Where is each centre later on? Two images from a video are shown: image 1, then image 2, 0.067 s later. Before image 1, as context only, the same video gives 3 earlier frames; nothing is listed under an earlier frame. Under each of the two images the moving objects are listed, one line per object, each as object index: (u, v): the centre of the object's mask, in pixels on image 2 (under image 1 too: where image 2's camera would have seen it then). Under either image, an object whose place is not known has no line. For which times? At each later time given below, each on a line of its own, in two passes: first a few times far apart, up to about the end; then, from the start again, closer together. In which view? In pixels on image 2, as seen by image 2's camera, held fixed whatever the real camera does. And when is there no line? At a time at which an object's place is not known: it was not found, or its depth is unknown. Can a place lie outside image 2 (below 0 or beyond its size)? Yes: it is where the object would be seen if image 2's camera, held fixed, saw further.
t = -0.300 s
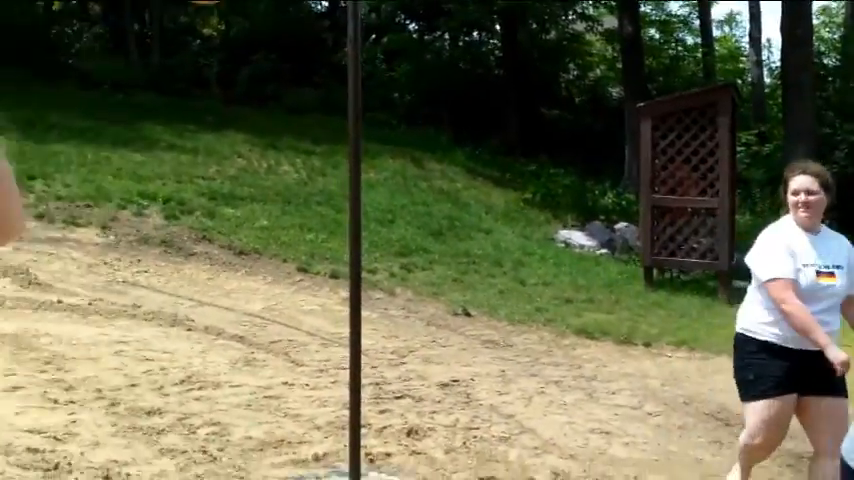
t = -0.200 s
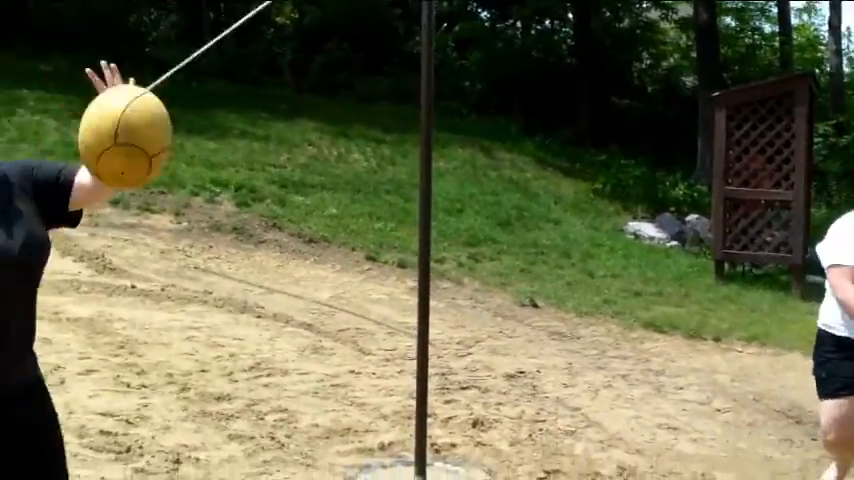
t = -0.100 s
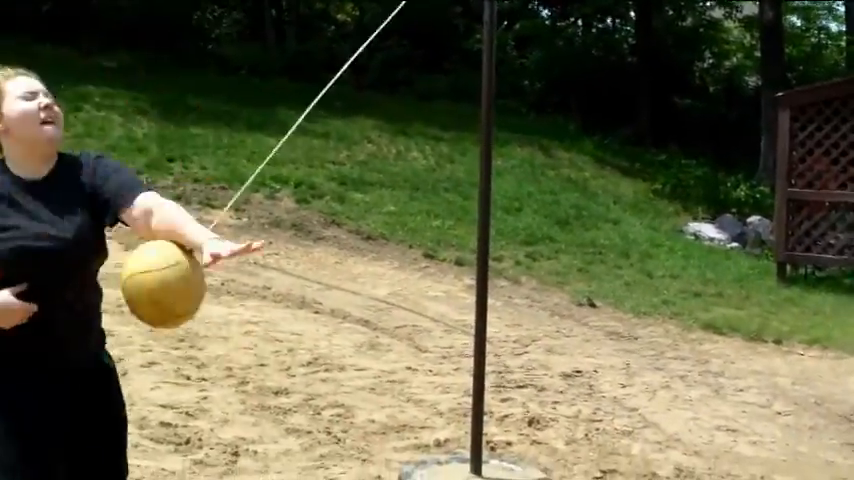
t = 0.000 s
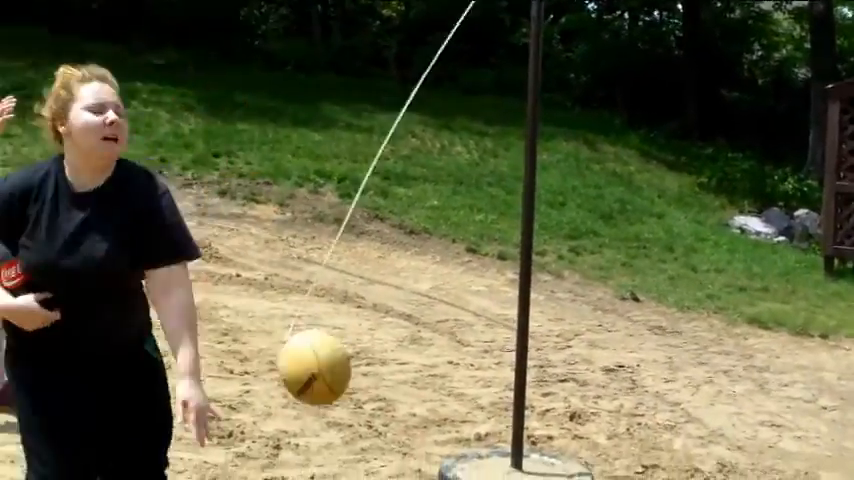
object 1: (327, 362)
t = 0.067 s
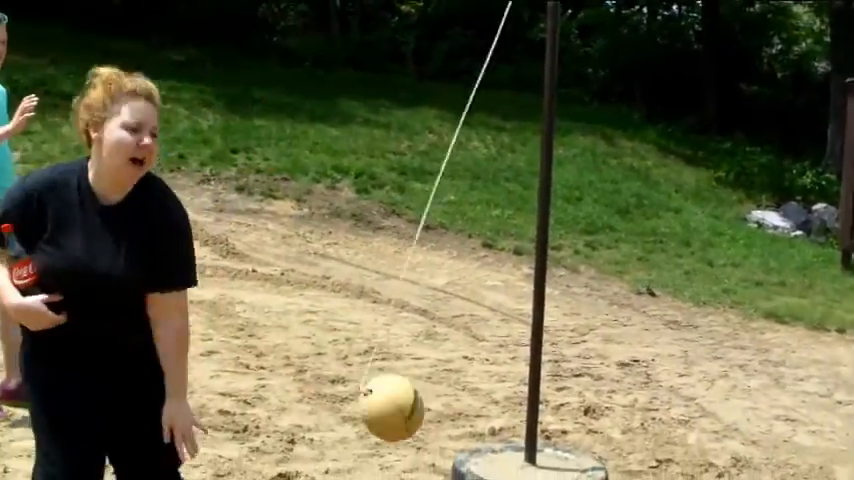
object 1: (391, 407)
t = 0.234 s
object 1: (482, 433)
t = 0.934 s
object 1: (367, 173)
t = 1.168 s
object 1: (410, 310)
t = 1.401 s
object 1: (489, 455)
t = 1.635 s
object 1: (544, 444)
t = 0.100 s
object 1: (418, 431)
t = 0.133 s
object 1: (444, 454)
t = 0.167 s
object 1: (468, 467)
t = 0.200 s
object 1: (485, 468)
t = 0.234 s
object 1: (482, 433)
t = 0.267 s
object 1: (478, 397)
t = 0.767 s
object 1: (407, 107)
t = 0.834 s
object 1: (394, 123)
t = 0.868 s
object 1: (381, 135)
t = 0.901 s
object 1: (374, 151)
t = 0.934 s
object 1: (367, 173)
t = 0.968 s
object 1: (364, 199)
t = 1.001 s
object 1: (367, 217)
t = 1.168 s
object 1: (410, 310)
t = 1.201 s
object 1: (424, 322)
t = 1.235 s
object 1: (437, 338)
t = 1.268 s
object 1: (449, 358)
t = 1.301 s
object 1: (460, 379)
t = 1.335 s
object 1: (472, 402)
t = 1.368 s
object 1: (482, 428)
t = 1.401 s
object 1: (489, 455)
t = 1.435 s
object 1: (497, 474)
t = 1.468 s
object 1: (505, 478)
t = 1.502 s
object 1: (511, 476)
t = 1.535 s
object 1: (521, 467)
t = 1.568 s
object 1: (529, 458)
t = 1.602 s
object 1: (536, 449)
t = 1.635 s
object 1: (544, 444)
